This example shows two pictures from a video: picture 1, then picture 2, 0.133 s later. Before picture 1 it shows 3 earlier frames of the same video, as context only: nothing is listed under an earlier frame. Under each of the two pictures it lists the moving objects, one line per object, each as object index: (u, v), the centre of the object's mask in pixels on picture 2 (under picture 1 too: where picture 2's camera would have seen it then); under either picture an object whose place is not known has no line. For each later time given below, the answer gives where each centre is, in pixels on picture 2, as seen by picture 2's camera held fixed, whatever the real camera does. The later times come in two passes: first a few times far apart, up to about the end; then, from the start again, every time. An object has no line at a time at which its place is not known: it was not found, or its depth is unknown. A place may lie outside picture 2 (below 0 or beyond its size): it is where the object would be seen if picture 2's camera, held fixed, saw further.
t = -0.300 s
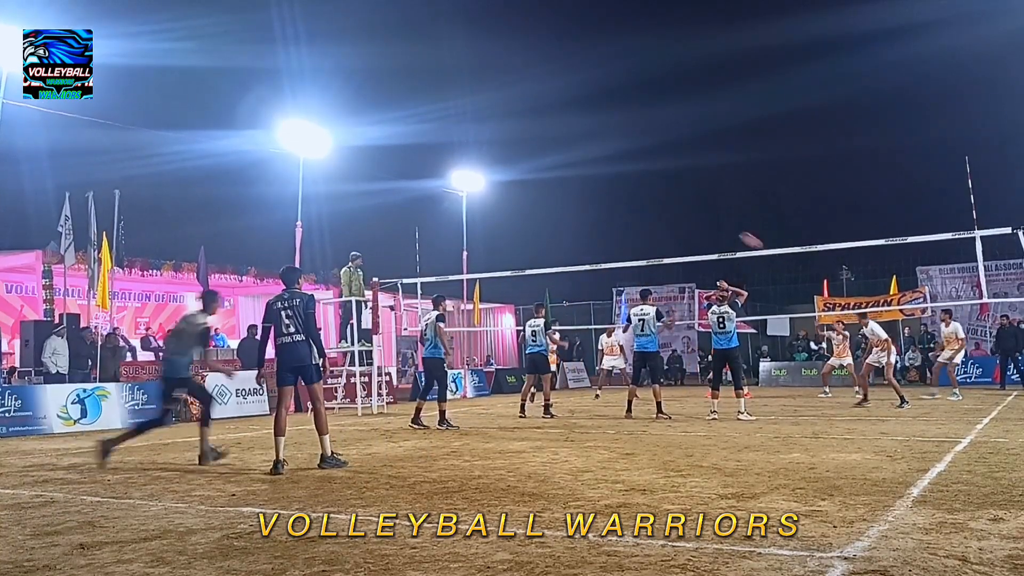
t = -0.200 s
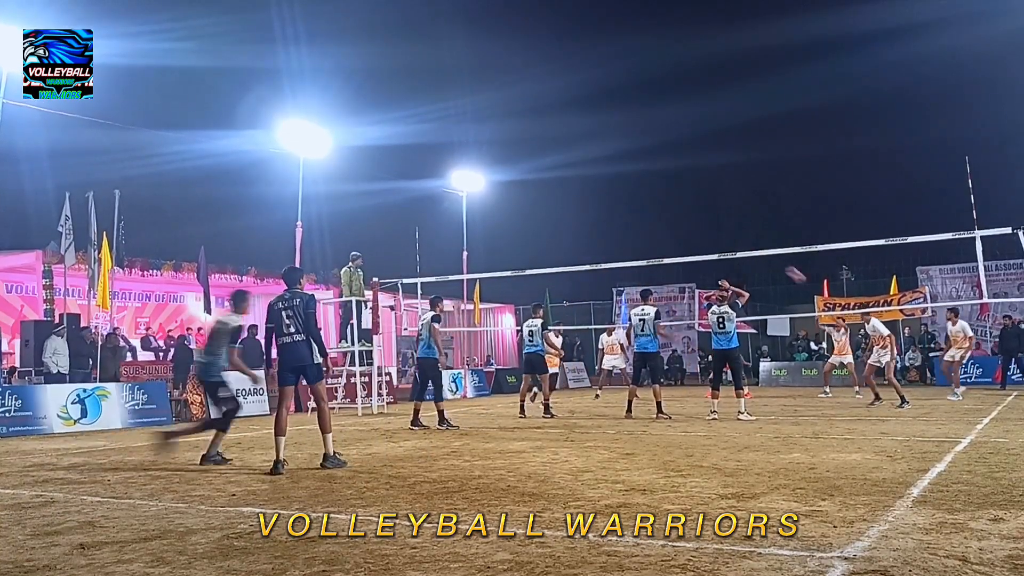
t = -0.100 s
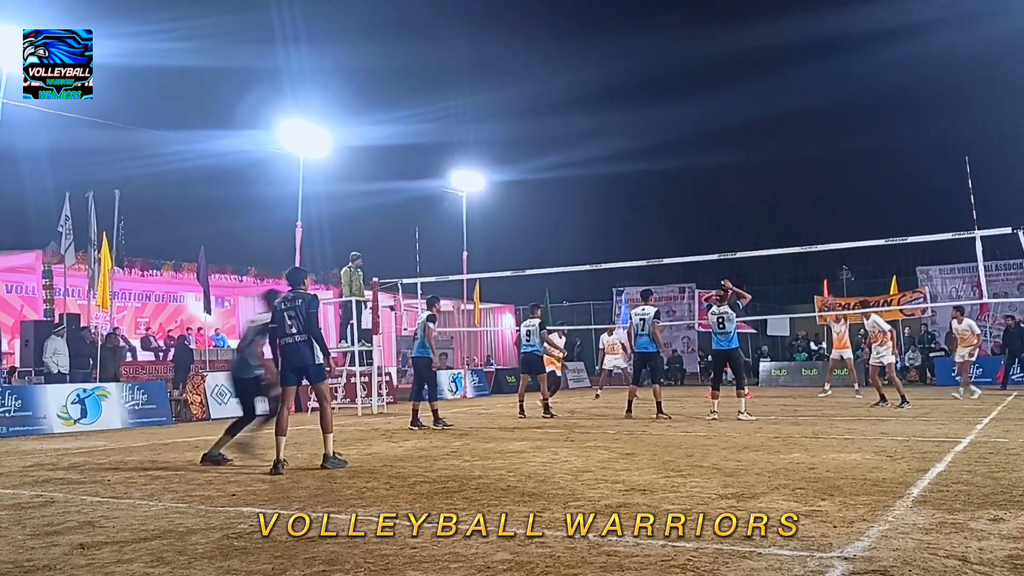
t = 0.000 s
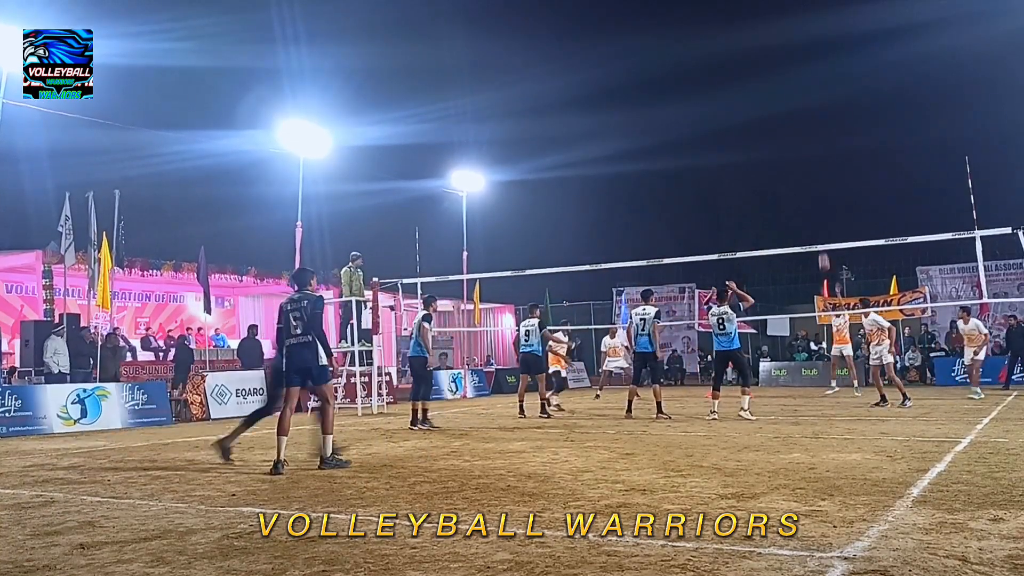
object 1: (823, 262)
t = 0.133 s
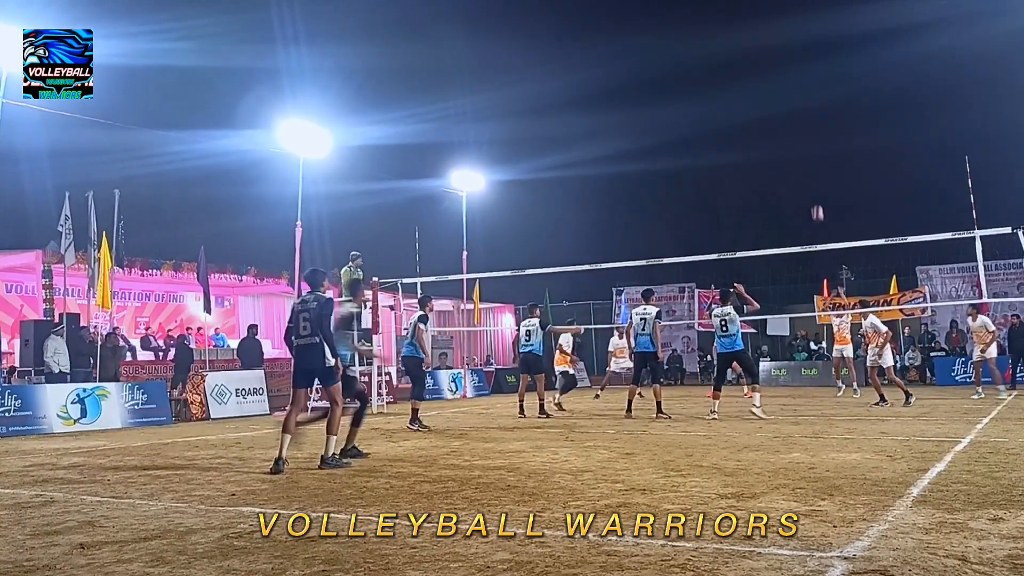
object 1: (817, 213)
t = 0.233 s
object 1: (813, 183)
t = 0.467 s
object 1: (804, 129)
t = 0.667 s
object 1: (798, 103)
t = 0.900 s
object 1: (791, 97)
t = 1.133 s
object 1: (787, 121)
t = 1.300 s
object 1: (784, 158)
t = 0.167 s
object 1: (816, 203)
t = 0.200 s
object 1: (814, 192)
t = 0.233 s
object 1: (813, 183)
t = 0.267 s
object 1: (811, 174)
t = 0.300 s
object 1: (811, 165)
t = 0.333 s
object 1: (809, 156)
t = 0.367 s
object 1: (808, 149)
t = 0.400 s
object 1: (807, 142)
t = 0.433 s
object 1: (806, 135)
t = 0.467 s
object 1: (804, 129)
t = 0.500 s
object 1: (803, 123)
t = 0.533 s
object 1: (802, 118)
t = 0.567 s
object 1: (801, 113)
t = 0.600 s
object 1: (800, 109)
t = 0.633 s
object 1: (799, 105)
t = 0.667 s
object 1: (798, 103)
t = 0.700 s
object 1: (797, 100)
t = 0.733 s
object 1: (796, 98)
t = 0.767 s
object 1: (795, 97)
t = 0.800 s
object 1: (794, 96)
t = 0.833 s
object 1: (794, 96)
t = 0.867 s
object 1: (792, 96)
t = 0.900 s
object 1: (791, 97)
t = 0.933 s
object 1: (791, 99)
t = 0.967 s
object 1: (790, 100)
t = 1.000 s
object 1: (789, 104)
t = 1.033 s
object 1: (789, 107)
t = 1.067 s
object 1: (788, 111)
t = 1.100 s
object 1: (787, 116)
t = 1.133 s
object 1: (787, 121)
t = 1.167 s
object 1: (786, 127)
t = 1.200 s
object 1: (786, 134)
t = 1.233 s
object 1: (785, 141)
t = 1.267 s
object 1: (785, 149)
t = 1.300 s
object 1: (784, 158)
